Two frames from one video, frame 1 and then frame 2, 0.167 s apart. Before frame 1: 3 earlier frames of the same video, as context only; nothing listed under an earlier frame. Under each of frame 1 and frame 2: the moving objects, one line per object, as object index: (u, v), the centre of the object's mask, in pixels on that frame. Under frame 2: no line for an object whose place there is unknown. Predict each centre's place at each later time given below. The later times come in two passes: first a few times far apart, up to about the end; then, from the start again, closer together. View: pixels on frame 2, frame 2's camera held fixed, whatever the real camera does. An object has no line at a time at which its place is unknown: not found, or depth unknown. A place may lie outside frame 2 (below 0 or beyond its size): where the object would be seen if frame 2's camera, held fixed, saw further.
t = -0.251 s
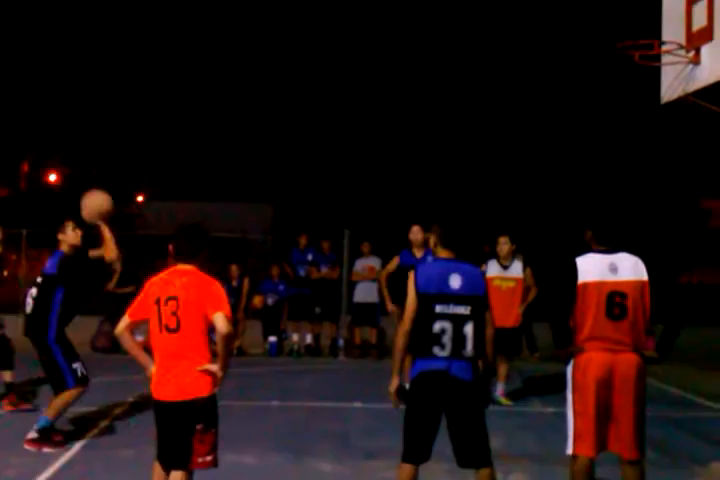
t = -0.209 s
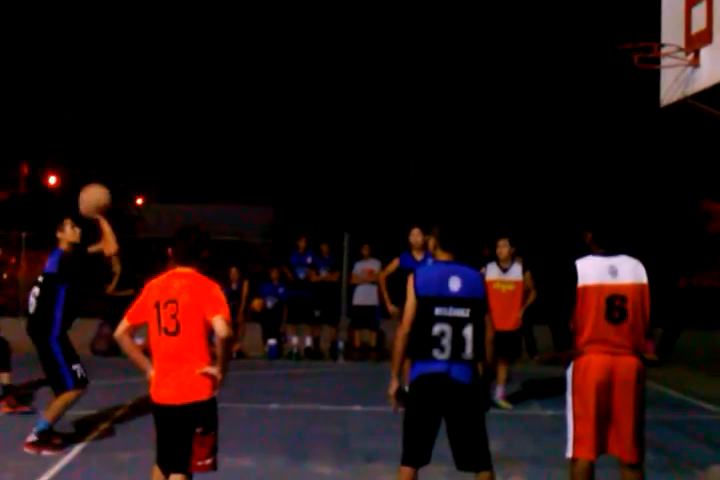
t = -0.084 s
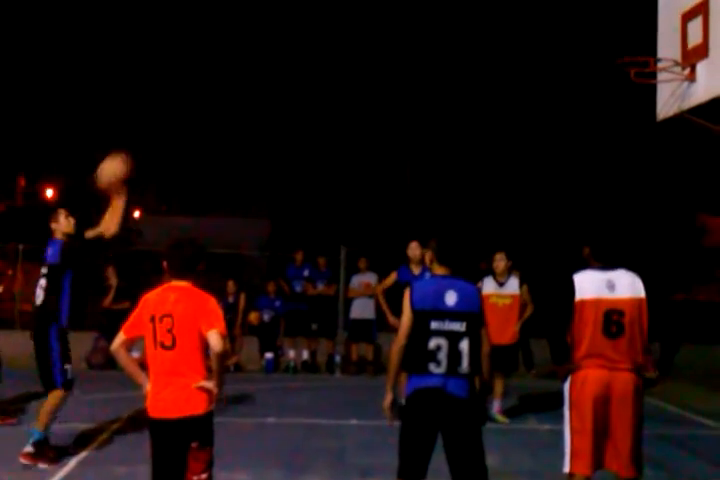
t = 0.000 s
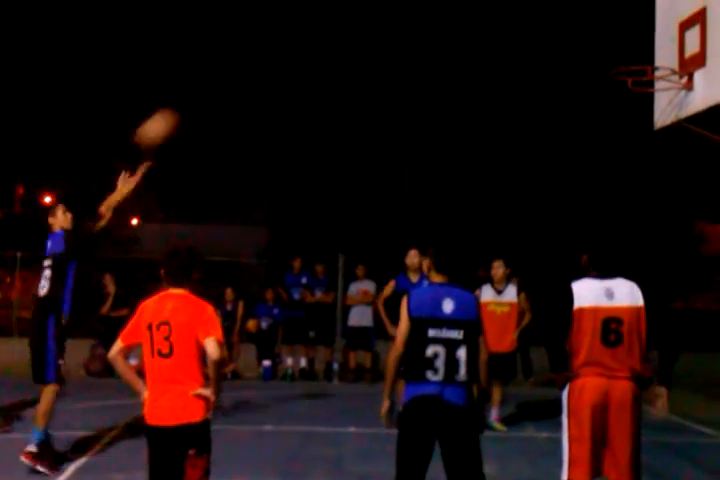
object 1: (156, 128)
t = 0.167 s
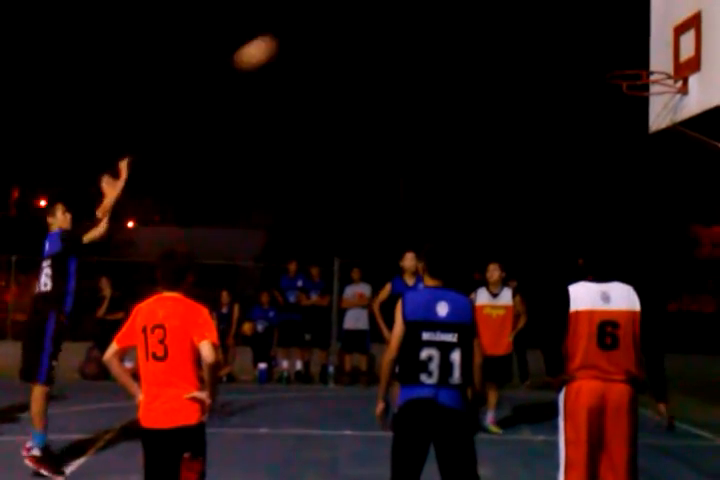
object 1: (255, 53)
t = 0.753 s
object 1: (609, 55)
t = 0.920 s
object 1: (662, 55)
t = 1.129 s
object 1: (636, 49)
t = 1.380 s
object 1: (617, 57)
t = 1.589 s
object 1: (635, 75)
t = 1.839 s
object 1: (665, 157)
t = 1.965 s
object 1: (681, 230)
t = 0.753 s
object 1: (609, 55)
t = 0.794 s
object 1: (624, 55)
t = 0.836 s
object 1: (637, 52)
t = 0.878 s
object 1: (649, 53)
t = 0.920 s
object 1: (662, 55)
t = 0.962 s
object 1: (673, 59)
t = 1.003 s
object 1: (668, 54)
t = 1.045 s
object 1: (657, 50)
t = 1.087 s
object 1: (647, 49)
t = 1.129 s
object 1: (636, 49)
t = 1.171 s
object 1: (627, 53)
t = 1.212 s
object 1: (618, 57)
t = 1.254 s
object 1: (617, 56)
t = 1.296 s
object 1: (617, 55)
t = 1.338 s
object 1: (617, 56)
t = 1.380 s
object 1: (617, 57)
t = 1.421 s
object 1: (616, 62)
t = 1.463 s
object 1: (621, 64)
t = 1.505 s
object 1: (626, 65)
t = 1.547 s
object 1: (631, 69)
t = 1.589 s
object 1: (635, 75)
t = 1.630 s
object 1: (640, 83)
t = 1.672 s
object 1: (645, 93)
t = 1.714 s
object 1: (651, 106)
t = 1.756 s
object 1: (657, 121)
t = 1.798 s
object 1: (661, 139)
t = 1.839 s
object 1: (665, 157)
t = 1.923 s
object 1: (676, 203)
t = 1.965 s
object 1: (681, 230)
